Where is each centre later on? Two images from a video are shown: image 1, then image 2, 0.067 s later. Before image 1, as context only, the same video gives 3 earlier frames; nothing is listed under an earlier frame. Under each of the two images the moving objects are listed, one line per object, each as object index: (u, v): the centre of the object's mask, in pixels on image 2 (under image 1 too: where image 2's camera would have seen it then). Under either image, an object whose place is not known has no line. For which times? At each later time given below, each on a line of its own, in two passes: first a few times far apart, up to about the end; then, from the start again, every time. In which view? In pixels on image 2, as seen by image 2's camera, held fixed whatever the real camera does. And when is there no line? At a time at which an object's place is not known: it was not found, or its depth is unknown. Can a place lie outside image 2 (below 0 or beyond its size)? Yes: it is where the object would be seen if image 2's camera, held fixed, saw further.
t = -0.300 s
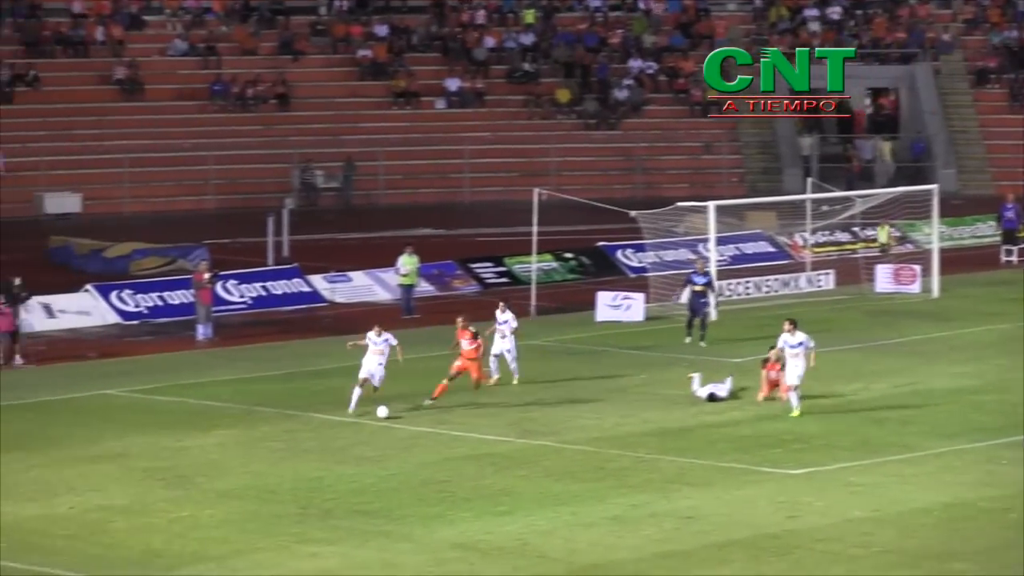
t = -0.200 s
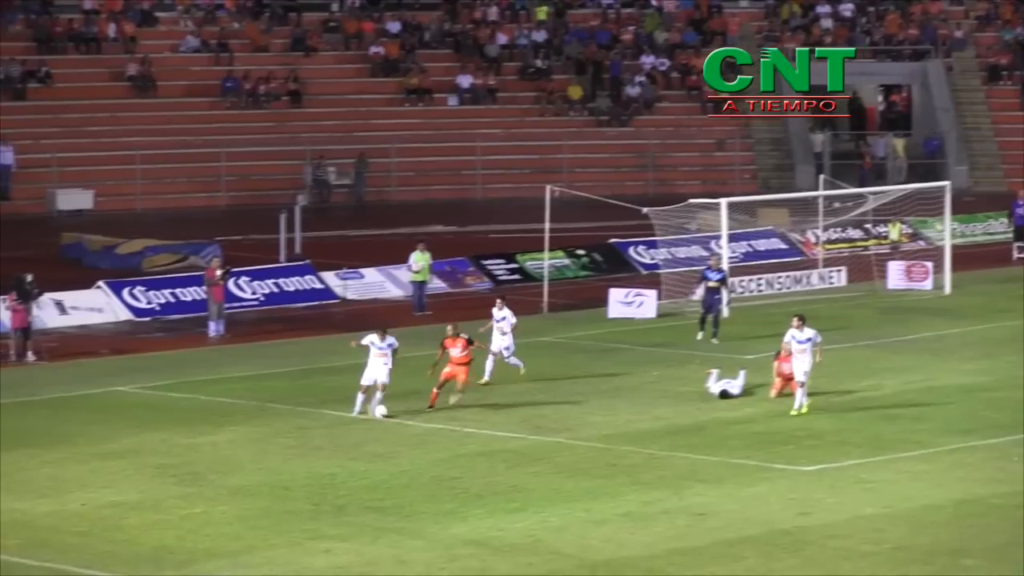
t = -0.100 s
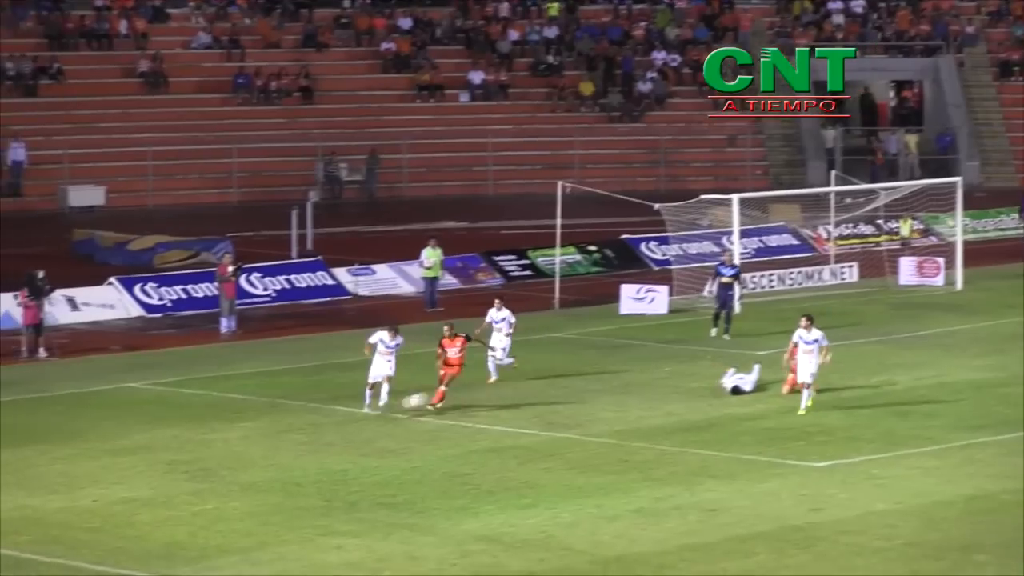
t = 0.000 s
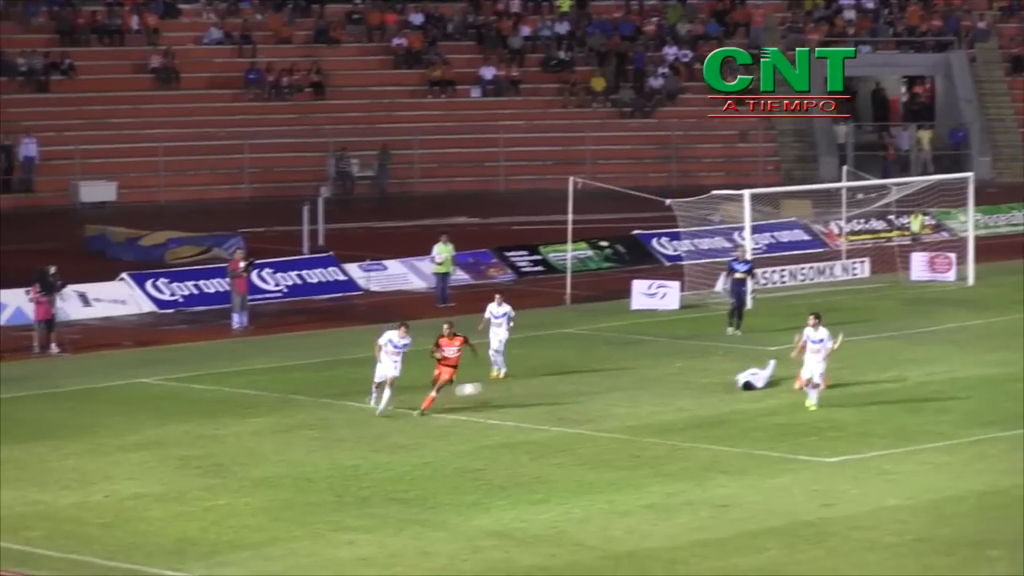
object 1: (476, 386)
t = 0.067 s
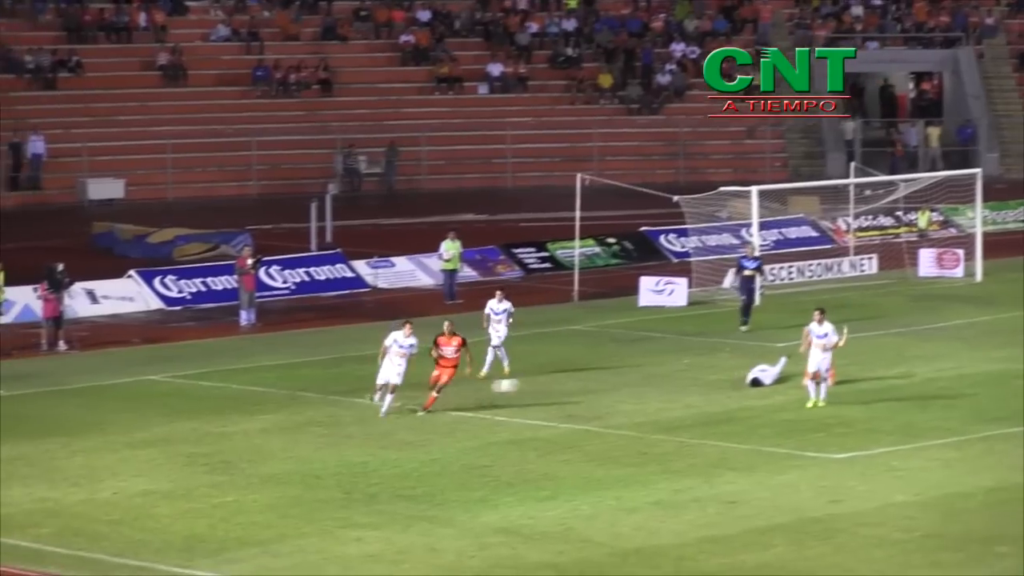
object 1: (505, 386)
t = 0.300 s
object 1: (619, 404)
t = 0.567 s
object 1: (766, 469)
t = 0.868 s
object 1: (931, 495)
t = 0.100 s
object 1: (520, 386)
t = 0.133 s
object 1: (536, 387)
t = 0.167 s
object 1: (552, 389)
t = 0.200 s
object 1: (568, 392)
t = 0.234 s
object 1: (585, 396)
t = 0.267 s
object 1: (601, 399)
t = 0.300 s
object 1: (619, 404)
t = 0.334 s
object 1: (635, 410)
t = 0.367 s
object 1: (654, 416)
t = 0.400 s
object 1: (672, 423)
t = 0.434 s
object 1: (690, 430)
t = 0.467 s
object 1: (709, 439)
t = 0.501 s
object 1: (727, 449)
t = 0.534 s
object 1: (746, 459)
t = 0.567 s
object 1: (766, 469)
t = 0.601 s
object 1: (786, 481)
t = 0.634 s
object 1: (805, 492)
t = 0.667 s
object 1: (823, 492)
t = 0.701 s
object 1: (841, 489)
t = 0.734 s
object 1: (859, 489)
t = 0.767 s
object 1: (876, 489)
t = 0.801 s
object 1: (894, 490)
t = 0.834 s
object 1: (913, 492)
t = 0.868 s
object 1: (931, 495)
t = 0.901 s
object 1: (951, 499)
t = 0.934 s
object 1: (969, 504)
